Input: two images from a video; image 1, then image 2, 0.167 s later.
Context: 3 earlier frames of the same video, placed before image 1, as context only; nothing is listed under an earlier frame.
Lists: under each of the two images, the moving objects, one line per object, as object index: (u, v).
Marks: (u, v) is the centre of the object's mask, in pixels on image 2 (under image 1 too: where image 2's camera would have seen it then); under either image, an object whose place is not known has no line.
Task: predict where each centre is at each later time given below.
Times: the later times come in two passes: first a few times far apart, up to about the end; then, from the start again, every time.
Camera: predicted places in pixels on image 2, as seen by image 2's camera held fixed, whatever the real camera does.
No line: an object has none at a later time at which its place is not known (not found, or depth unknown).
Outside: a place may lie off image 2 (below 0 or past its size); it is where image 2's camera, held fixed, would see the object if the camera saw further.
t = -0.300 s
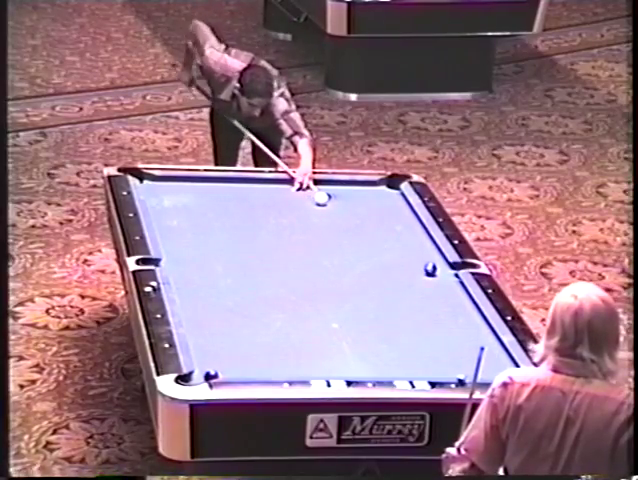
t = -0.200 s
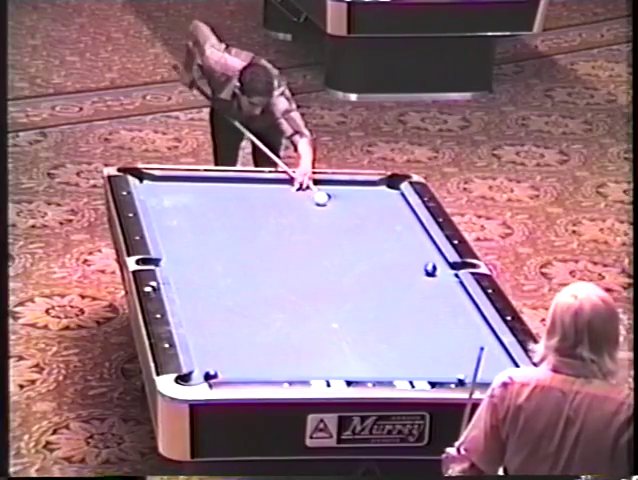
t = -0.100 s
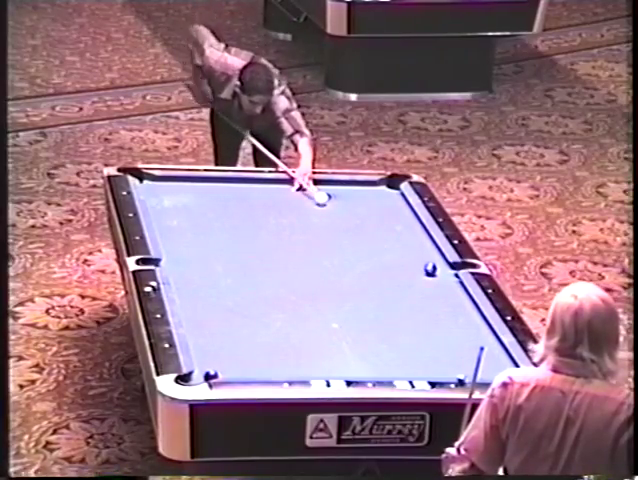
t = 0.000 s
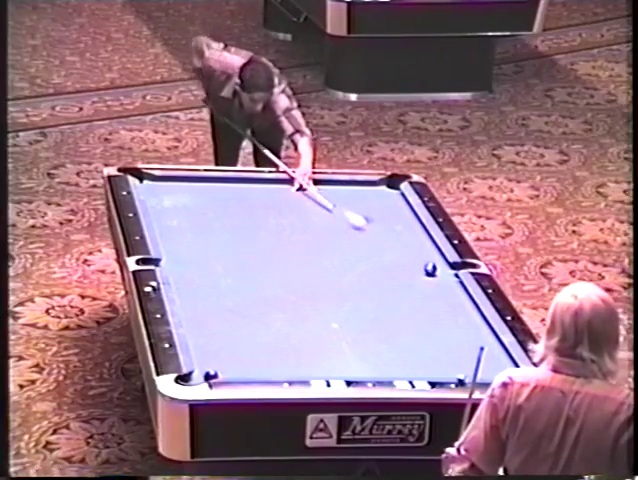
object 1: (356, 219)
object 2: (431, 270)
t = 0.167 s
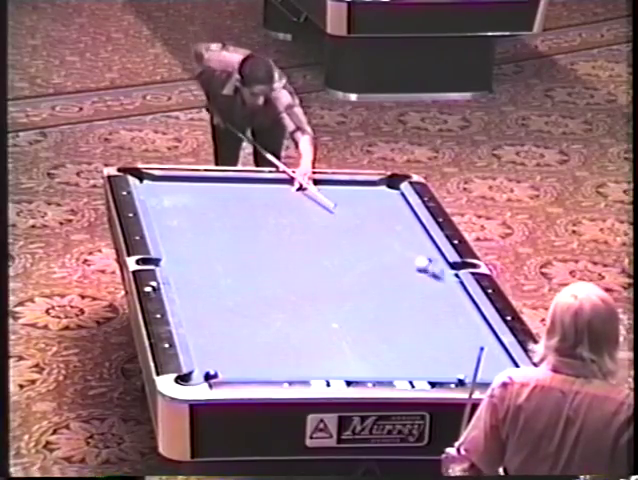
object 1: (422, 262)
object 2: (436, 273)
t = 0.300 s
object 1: (420, 265)
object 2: (450, 302)
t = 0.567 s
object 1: (419, 273)
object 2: (420, 354)
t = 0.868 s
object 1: (420, 282)
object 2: (363, 363)
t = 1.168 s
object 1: (420, 291)
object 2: (293, 336)
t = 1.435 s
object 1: (420, 297)
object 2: (234, 314)
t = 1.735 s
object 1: (420, 305)
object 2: (179, 291)
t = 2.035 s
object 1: (420, 311)
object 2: (204, 273)
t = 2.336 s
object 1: (419, 318)
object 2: (226, 255)
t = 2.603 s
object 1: (418, 323)
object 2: (243, 241)
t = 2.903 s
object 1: (418, 327)
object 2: (261, 226)
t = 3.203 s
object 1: (417, 332)
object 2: (278, 213)
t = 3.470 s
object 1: (416, 335)
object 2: (291, 202)
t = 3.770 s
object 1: (415, 338)
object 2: (305, 189)
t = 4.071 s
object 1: (415, 340)
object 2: (321, 185)
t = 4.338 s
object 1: (414, 342)
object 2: (341, 190)
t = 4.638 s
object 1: (415, 343)
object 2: (361, 197)
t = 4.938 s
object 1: (415, 344)
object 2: (380, 204)
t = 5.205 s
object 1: (415, 344)
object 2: (397, 208)
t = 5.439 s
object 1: (415, 344)
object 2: (409, 212)
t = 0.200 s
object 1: (421, 264)
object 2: (452, 282)
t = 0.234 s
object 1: (420, 264)
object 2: (457, 287)
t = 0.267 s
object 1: (420, 265)
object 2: (454, 294)
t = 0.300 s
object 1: (420, 265)
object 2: (450, 302)
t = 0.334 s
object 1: (419, 266)
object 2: (446, 308)
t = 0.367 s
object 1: (419, 267)
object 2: (442, 315)
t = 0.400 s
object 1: (419, 268)
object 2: (438, 323)
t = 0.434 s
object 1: (419, 270)
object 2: (435, 328)
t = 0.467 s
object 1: (420, 270)
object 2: (431, 334)
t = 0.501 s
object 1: (419, 271)
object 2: (428, 341)
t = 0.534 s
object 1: (419, 272)
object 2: (424, 348)
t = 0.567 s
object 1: (419, 273)
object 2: (420, 354)
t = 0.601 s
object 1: (419, 274)
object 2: (416, 359)
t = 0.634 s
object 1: (419, 276)
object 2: (413, 365)
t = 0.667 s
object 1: (419, 276)
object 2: (409, 370)
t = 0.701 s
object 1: (419, 277)
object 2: (404, 373)
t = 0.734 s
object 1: (420, 278)
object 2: (398, 373)
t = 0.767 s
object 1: (419, 279)
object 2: (389, 371)
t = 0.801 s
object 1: (420, 280)
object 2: (380, 370)
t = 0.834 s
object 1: (420, 281)
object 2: (371, 367)
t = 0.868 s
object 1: (420, 282)
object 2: (363, 363)
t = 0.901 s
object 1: (420, 283)
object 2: (355, 360)
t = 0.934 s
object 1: (420, 284)
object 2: (347, 356)
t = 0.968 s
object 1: (420, 285)
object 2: (339, 353)
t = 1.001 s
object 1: (420, 286)
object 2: (331, 350)
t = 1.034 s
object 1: (420, 287)
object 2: (323, 347)
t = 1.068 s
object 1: (419, 288)
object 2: (315, 345)
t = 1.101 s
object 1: (420, 289)
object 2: (308, 341)
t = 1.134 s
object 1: (420, 289)
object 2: (300, 339)
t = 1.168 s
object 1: (420, 291)
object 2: (293, 336)
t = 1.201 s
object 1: (420, 291)
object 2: (285, 333)
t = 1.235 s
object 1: (420, 292)
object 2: (277, 330)
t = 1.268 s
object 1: (420, 293)
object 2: (271, 327)
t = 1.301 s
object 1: (420, 294)
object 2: (263, 325)
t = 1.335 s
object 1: (420, 295)
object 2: (256, 322)
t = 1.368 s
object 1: (420, 295)
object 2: (248, 319)
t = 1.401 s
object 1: (420, 297)
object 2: (241, 316)
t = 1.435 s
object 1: (420, 297)
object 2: (234, 314)
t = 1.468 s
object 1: (420, 298)
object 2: (228, 311)
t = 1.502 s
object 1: (420, 299)
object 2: (221, 309)
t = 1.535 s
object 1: (420, 300)
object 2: (214, 306)
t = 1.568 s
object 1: (420, 301)
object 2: (206, 304)
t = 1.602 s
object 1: (420, 301)
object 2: (200, 301)
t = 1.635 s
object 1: (420, 302)
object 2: (193, 298)
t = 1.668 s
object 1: (420, 303)
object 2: (186, 296)
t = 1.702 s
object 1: (420, 303)
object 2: (180, 294)
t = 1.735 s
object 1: (420, 305)
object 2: (179, 291)
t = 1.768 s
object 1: (420, 306)
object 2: (183, 289)
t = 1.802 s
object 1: (420, 306)
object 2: (186, 287)
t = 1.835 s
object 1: (420, 306)
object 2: (189, 285)
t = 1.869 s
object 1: (420, 307)
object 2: (191, 283)
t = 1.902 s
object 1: (420, 308)
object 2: (194, 281)
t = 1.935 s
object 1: (420, 308)
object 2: (197, 278)
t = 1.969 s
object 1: (420, 310)
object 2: (199, 277)
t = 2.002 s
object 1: (420, 311)
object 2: (202, 275)
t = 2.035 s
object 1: (420, 311)
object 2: (204, 273)
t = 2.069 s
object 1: (420, 312)
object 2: (207, 270)
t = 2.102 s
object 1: (420, 313)
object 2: (209, 268)
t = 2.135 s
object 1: (420, 314)
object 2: (211, 267)
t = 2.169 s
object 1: (420, 315)
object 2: (214, 265)
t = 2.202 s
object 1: (420, 315)
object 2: (217, 263)
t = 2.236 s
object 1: (420, 316)
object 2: (219, 261)
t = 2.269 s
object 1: (419, 316)
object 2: (221, 259)
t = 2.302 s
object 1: (419, 317)
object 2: (224, 257)
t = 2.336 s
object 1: (419, 318)
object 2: (226, 255)
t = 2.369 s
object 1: (419, 318)
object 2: (228, 253)
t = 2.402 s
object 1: (419, 319)
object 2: (230, 252)
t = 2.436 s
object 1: (419, 320)
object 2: (232, 250)
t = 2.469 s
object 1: (419, 320)
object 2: (234, 248)
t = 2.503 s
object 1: (419, 321)
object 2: (236, 246)
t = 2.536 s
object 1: (418, 321)
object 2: (239, 244)
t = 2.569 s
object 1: (418, 322)
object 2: (241, 243)
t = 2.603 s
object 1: (418, 323)
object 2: (243, 241)
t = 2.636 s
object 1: (419, 323)
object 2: (245, 240)
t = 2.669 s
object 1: (418, 324)
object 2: (247, 238)
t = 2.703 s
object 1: (418, 324)
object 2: (249, 236)
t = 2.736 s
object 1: (418, 325)
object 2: (251, 234)
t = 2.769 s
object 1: (418, 325)
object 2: (253, 233)
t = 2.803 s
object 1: (418, 326)
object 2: (256, 232)
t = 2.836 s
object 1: (418, 327)
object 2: (257, 229)
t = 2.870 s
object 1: (418, 327)
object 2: (259, 228)
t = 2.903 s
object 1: (418, 327)
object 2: (261, 226)
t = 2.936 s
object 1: (418, 328)
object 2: (263, 225)
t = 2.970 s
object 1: (418, 329)
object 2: (265, 224)
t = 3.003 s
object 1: (418, 329)
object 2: (267, 222)
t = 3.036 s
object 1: (418, 329)
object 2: (269, 220)
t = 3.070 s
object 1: (417, 330)
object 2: (271, 219)
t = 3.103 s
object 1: (417, 330)
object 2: (272, 217)
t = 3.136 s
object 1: (417, 331)
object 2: (274, 216)
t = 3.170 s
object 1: (417, 331)
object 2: (276, 214)
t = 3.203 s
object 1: (417, 332)
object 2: (278, 213)
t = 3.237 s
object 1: (417, 332)
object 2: (279, 212)
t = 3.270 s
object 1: (417, 333)
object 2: (281, 210)
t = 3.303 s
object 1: (417, 333)
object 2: (283, 209)
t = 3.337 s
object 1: (417, 334)
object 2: (285, 208)
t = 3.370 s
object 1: (417, 334)
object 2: (286, 206)
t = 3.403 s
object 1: (416, 334)
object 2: (288, 205)
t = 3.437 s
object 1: (416, 335)
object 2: (289, 203)
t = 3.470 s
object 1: (416, 335)
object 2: (291, 202)
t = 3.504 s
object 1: (416, 336)
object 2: (293, 201)
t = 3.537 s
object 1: (416, 336)
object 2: (295, 199)
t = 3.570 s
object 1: (416, 336)
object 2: (296, 197)
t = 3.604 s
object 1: (416, 337)
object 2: (298, 196)
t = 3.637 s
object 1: (415, 337)
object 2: (299, 195)
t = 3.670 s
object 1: (415, 337)
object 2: (300, 195)
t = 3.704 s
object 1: (415, 337)
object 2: (302, 193)
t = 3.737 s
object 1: (415, 338)
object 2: (304, 192)
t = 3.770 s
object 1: (415, 338)
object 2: (305, 189)
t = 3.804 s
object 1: (415, 339)
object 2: (307, 188)
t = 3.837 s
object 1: (415, 339)
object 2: (308, 187)
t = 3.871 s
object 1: (415, 339)
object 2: (310, 186)
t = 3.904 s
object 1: (415, 339)
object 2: (311, 186)
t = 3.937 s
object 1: (415, 340)
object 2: (312, 184)
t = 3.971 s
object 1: (415, 340)
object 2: (313, 183)
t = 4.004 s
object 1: (415, 340)
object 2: (316, 183)
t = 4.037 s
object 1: (415, 340)
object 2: (319, 185)
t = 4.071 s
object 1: (415, 340)
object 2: (321, 185)
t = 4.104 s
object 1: (414, 341)
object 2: (323, 185)
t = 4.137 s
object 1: (414, 341)
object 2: (325, 186)
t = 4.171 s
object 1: (414, 341)
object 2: (328, 187)
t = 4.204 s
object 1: (414, 341)
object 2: (331, 188)
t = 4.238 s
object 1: (414, 342)
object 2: (333, 188)
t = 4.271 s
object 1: (414, 342)
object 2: (335, 189)
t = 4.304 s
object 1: (414, 342)
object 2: (338, 190)
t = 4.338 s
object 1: (414, 342)
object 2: (341, 190)
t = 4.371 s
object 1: (414, 342)
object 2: (343, 192)
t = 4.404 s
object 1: (414, 342)
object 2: (345, 193)
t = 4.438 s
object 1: (414, 343)
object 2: (347, 194)
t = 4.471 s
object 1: (414, 343)
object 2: (350, 194)
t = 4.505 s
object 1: (414, 343)
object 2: (352, 194)
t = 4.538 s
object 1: (414, 343)
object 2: (354, 196)
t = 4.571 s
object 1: (415, 343)
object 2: (356, 196)
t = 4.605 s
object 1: (415, 343)
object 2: (359, 197)
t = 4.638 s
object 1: (415, 343)
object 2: (361, 197)
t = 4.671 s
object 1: (415, 343)
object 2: (364, 198)
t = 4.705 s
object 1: (415, 344)
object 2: (366, 199)
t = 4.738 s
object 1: (414, 344)
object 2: (367, 199)
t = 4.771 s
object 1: (415, 344)
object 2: (370, 200)
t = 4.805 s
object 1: (415, 344)
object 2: (372, 200)
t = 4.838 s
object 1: (415, 344)
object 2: (374, 201)
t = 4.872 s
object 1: (415, 344)
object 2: (377, 202)
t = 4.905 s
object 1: (415, 344)
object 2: (378, 203)
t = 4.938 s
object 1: (415, 344)
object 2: (380, 204)
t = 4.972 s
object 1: (415, 344)
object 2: (382, 204)
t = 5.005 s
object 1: (415, 344)
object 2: (385, 205)
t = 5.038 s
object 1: (415, 344)
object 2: (387, 204)
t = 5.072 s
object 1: (415, 344)
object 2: (389, 205)
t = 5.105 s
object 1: (415, 344)
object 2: (391, 206)
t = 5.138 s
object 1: (415, 344)
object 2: (393, 207)
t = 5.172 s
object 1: (415, 344)
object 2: (395, 208)
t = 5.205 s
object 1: (415, 344)
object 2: (397, 208)
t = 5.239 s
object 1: (415, 344)
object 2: (399, 209)
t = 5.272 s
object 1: (415, 344)
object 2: (400, 209)
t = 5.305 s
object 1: (415, 344)
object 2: (402, 209)
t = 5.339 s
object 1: (415, 344)
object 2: (404, 210)
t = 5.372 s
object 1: (415, 344)
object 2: (407, 211)
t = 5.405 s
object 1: (415, 344)
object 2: (409, 212)
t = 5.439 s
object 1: (415, 344)
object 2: (409, 212)
